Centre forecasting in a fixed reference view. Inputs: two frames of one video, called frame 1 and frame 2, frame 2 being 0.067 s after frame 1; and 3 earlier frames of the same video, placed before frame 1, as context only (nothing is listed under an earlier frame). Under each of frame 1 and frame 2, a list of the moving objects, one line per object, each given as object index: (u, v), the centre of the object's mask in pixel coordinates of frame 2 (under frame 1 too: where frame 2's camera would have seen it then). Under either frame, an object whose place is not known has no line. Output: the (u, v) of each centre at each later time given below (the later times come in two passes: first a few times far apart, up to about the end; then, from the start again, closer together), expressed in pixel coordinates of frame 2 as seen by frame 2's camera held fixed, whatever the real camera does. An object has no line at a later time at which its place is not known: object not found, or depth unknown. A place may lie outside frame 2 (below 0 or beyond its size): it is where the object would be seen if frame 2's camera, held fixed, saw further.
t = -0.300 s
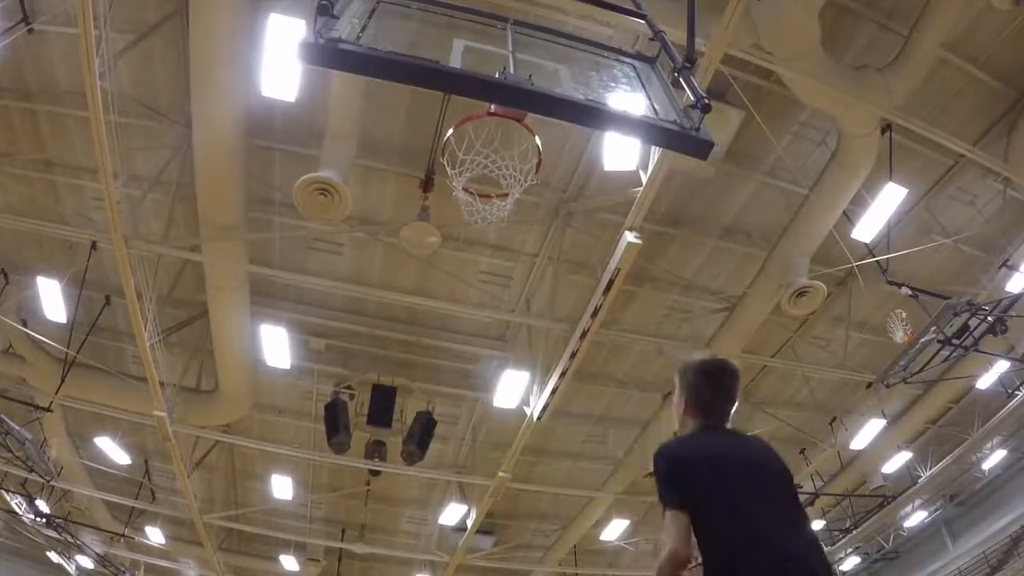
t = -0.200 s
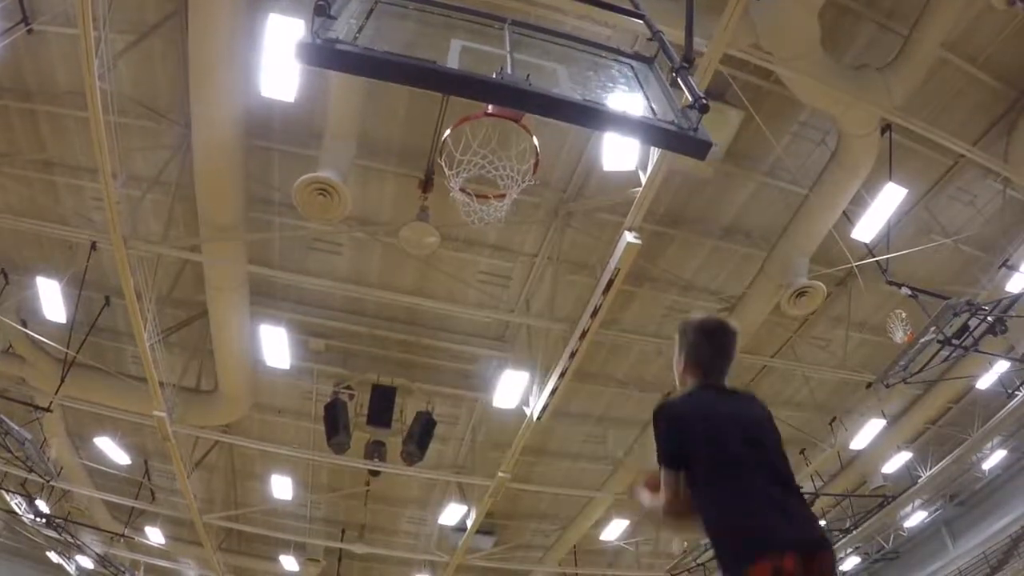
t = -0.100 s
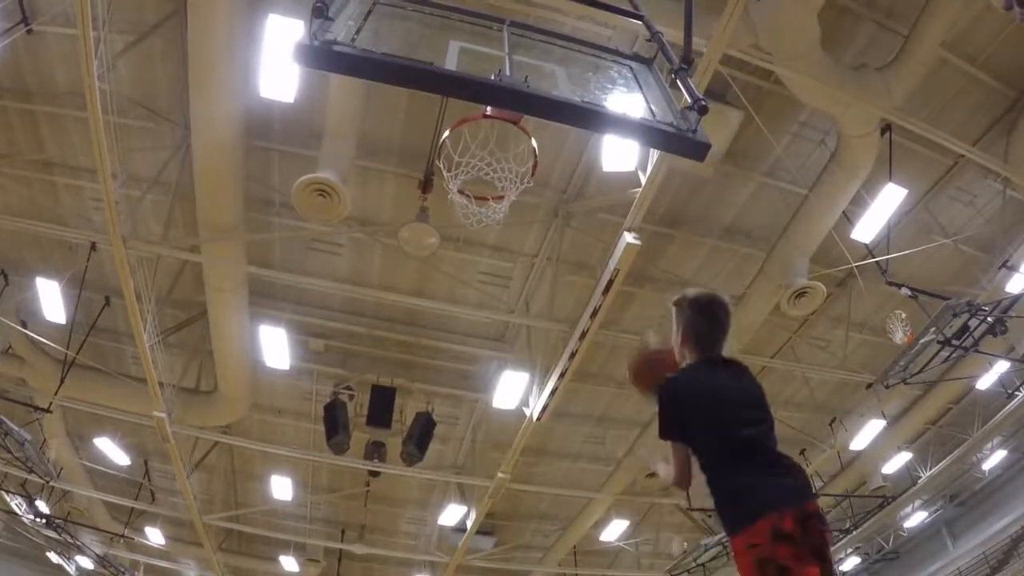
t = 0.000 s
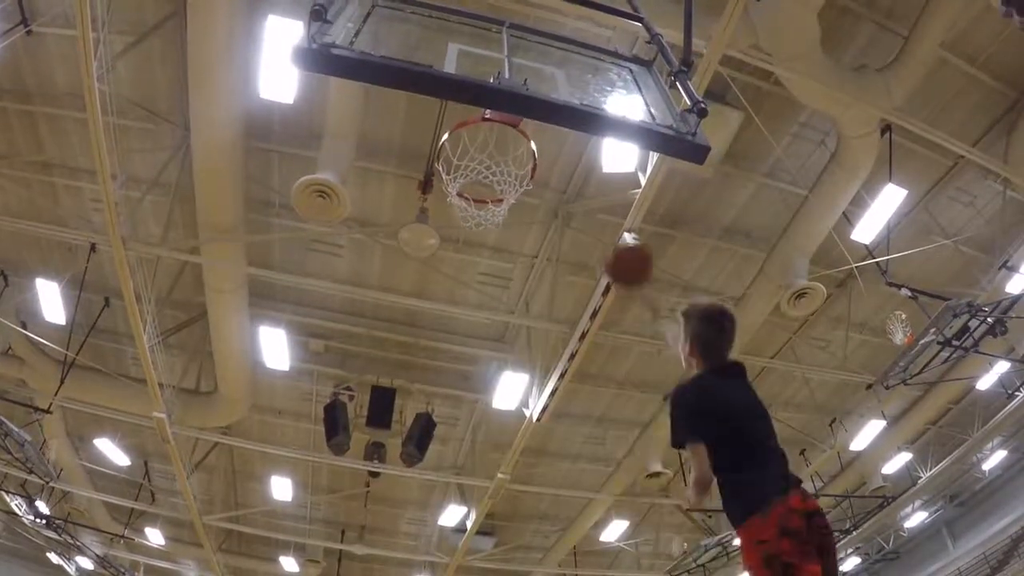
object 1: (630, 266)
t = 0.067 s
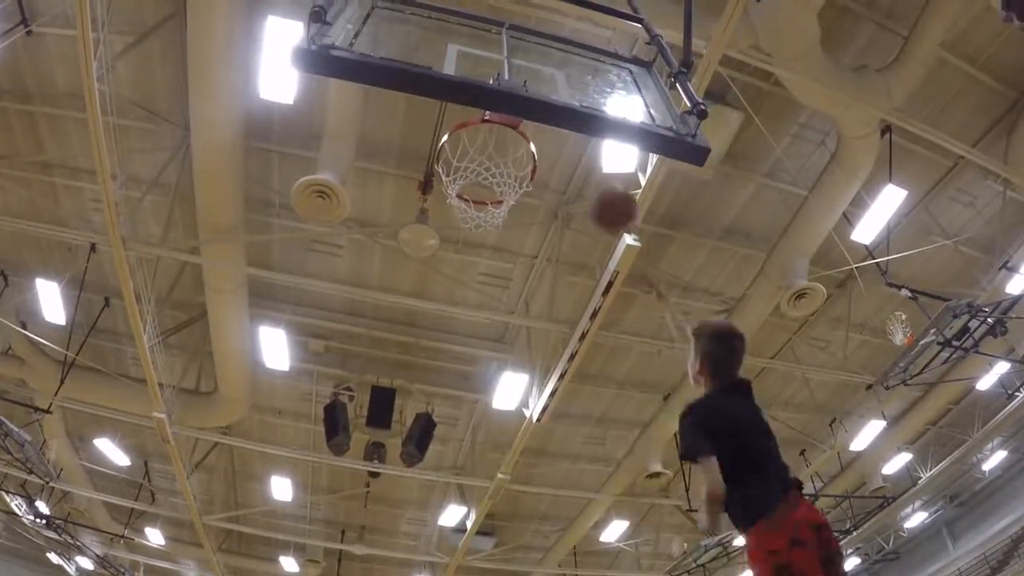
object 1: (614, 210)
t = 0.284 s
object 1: (570, 139)
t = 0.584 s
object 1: (539, 199)
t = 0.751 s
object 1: (558, 244)
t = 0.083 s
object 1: (611, 198)
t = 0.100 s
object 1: (607, 186)
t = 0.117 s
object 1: (603, 175)
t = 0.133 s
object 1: (599, 164)
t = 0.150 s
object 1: (596, 155)
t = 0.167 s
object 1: (591, 149)
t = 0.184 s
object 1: (583, 144)
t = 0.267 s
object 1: (572, 138)
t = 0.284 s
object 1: (570, 139)
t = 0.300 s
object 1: (566, 140)
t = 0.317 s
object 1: (564, 140)
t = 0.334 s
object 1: (561, 142)
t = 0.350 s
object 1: (560, 143)
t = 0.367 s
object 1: (558, 145)
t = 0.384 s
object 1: (556, 146)
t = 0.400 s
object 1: (553, 148)
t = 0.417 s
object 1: (551, 150)
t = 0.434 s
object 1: (550, 152)
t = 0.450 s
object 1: (548, 155)
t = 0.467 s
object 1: (545, 161)
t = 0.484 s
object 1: (544, 166)
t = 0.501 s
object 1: (543, 171)
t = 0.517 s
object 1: (541, 177)
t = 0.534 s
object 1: (539, 186)
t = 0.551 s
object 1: (538, 193)
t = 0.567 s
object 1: (537, 196)
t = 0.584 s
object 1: (539, 199)
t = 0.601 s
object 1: (540, 201)
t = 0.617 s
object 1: (541, 205)
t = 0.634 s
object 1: (542, 207)
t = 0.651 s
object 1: (544, 211)
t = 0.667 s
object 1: (546, 217)
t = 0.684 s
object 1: (548, 221)
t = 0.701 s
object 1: (550, 226)
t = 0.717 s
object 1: (552, 232)
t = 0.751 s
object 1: (558, 244)
